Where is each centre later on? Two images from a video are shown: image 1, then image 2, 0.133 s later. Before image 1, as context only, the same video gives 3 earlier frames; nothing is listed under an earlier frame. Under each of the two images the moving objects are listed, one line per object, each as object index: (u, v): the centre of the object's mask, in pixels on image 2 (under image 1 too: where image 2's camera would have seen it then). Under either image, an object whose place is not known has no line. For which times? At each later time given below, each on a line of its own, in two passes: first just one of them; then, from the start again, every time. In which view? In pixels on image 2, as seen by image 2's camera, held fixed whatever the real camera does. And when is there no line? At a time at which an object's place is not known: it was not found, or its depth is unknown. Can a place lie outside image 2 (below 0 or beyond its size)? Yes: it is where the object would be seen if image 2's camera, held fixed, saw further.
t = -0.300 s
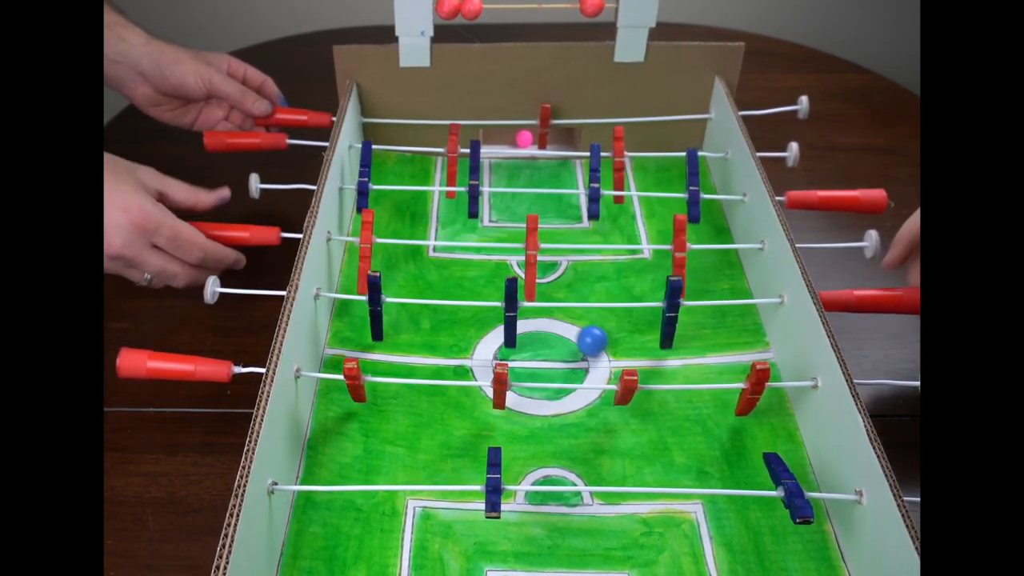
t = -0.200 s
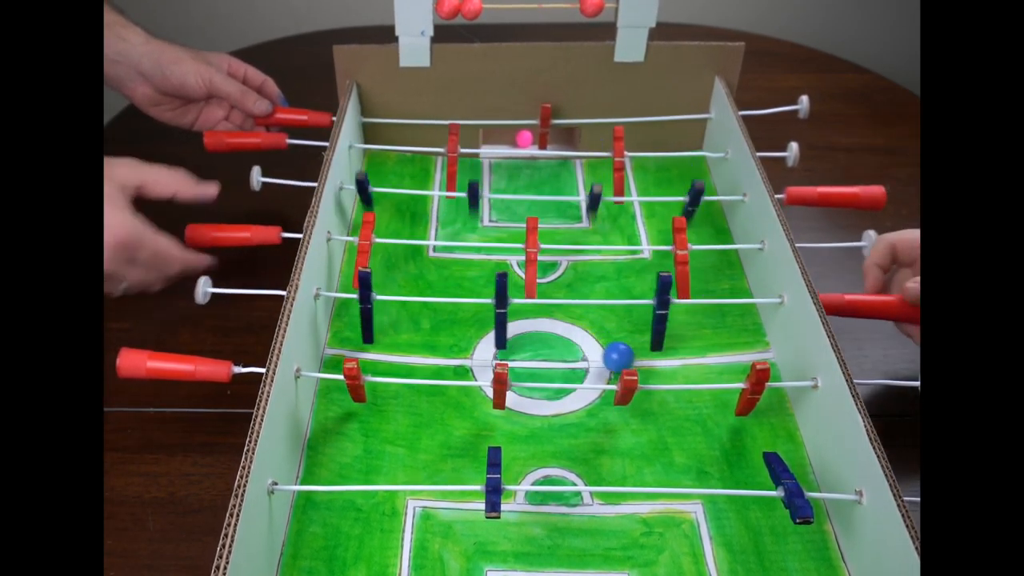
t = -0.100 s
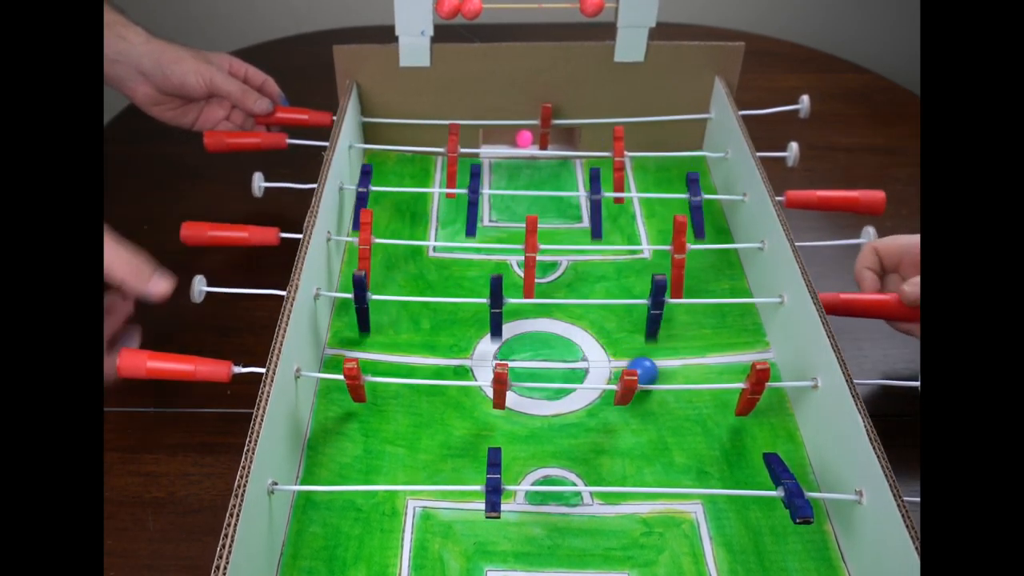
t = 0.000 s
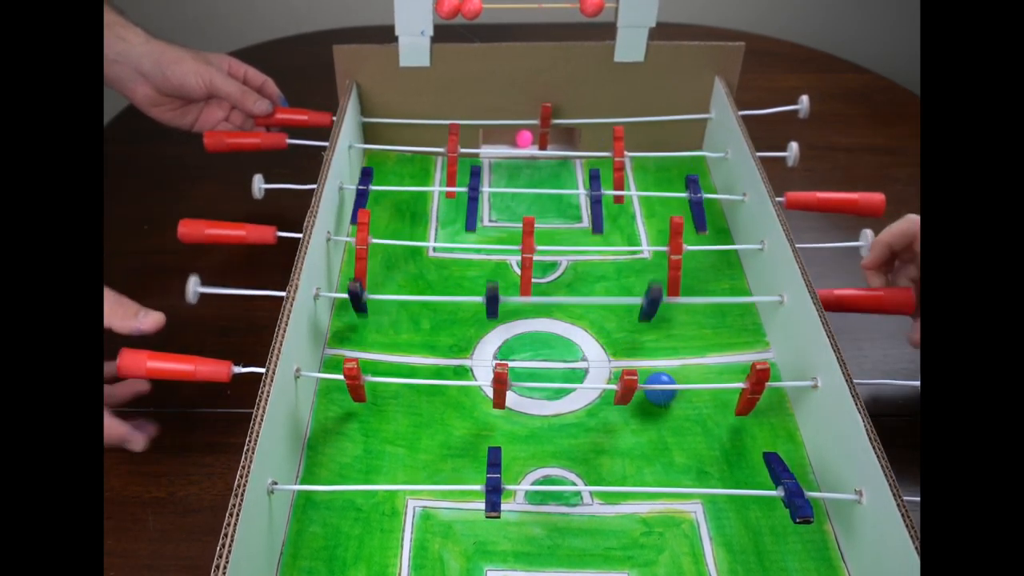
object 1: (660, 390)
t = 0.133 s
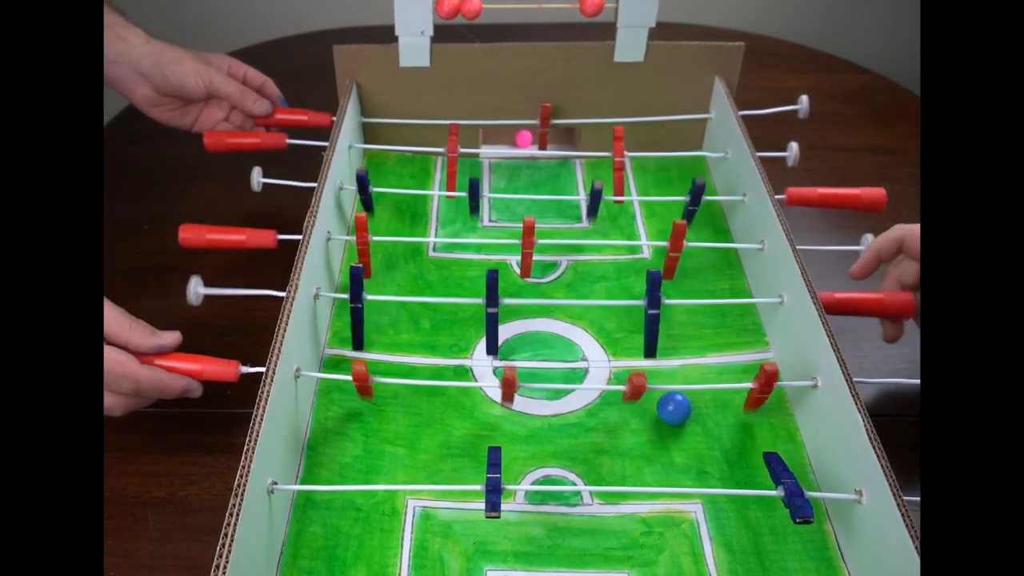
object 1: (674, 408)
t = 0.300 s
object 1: (672, 431)
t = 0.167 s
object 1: (675, 413)
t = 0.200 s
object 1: (676, 417)
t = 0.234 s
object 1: (675, 422)
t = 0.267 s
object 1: (674, 426)
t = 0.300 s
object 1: (672, 431)
